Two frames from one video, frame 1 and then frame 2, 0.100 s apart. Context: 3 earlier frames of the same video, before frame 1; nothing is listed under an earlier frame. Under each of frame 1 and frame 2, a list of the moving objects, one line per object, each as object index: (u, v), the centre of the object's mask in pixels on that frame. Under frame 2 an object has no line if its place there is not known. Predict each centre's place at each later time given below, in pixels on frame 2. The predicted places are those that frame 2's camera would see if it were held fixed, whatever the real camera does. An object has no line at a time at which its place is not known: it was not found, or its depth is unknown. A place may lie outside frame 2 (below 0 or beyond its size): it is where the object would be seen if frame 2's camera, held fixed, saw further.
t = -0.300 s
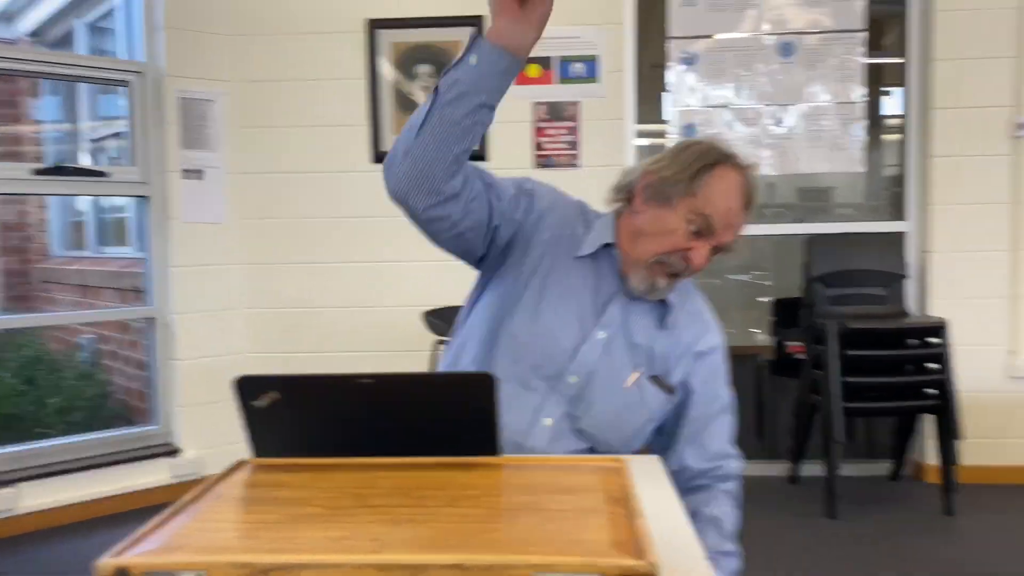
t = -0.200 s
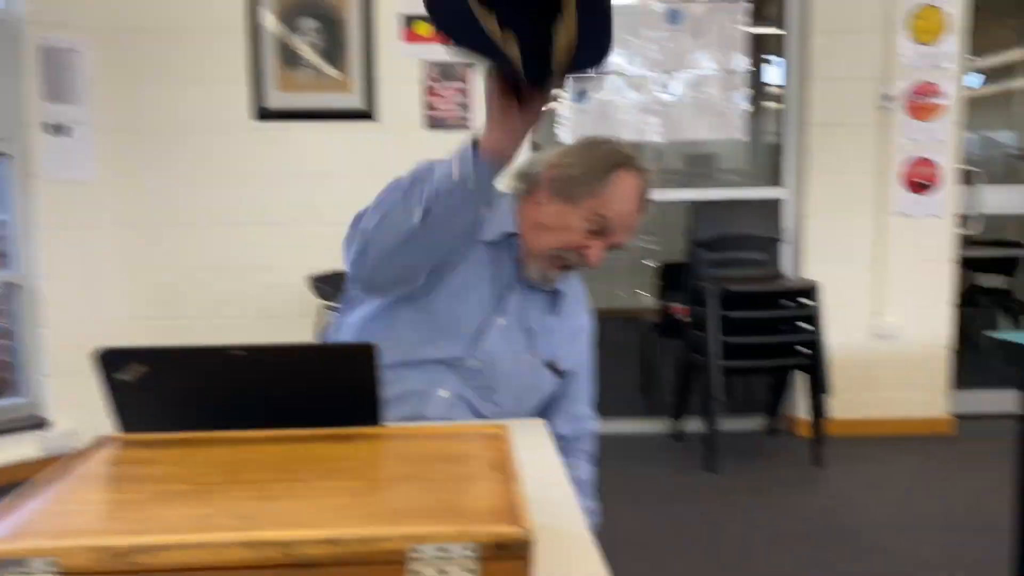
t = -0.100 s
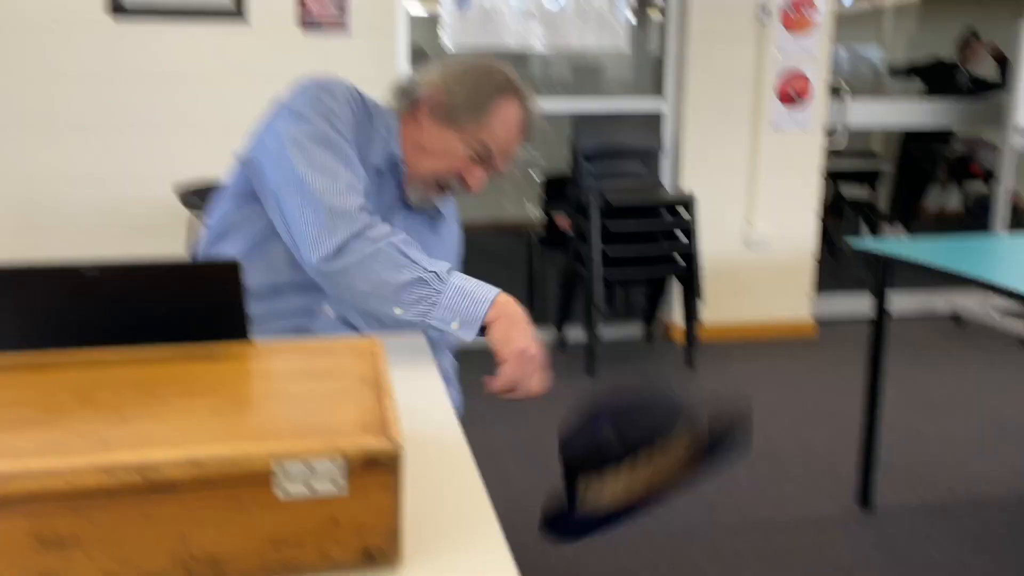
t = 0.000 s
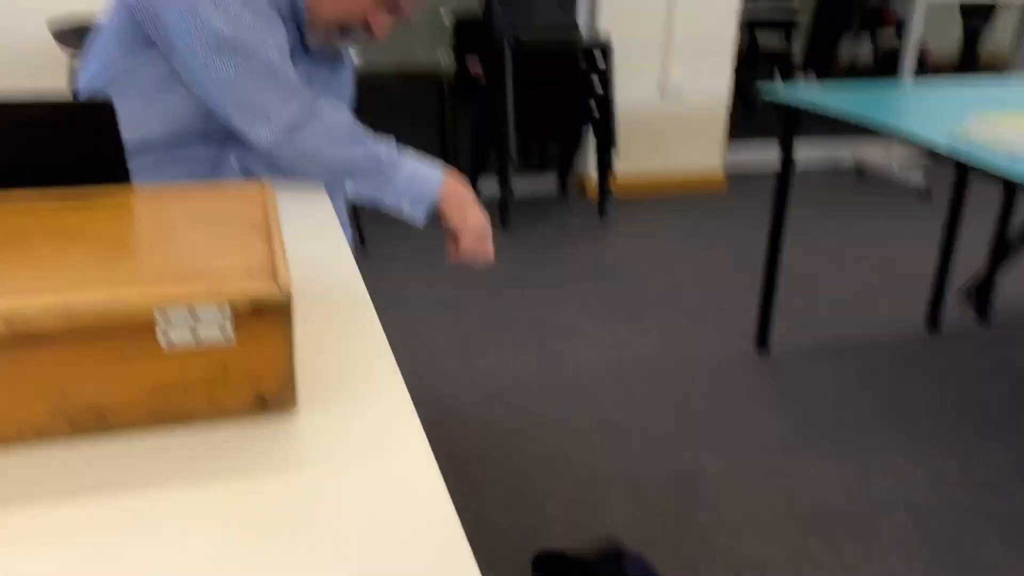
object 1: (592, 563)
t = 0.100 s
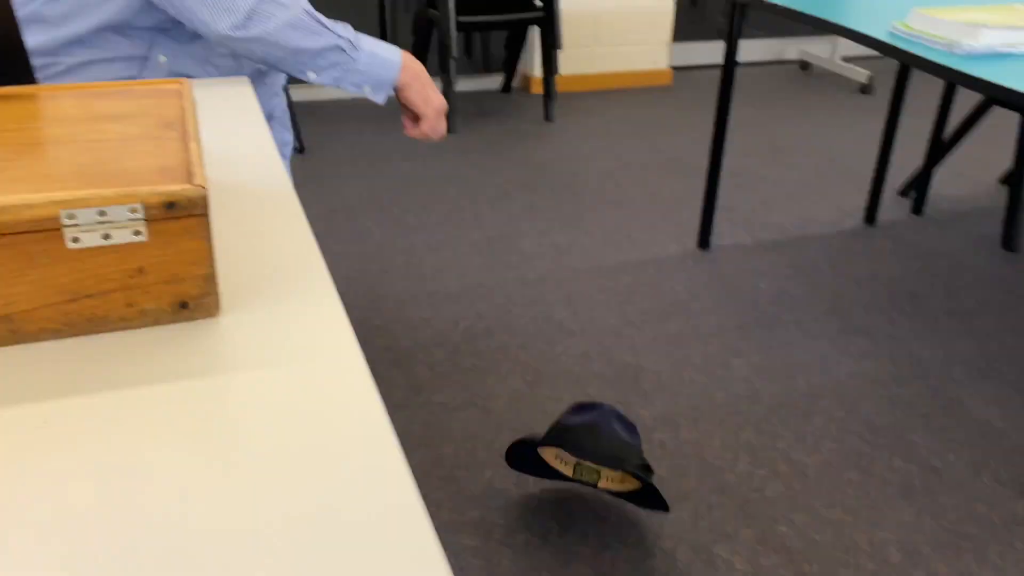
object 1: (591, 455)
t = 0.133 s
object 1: (599, 454)
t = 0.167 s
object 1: (606, 459)
